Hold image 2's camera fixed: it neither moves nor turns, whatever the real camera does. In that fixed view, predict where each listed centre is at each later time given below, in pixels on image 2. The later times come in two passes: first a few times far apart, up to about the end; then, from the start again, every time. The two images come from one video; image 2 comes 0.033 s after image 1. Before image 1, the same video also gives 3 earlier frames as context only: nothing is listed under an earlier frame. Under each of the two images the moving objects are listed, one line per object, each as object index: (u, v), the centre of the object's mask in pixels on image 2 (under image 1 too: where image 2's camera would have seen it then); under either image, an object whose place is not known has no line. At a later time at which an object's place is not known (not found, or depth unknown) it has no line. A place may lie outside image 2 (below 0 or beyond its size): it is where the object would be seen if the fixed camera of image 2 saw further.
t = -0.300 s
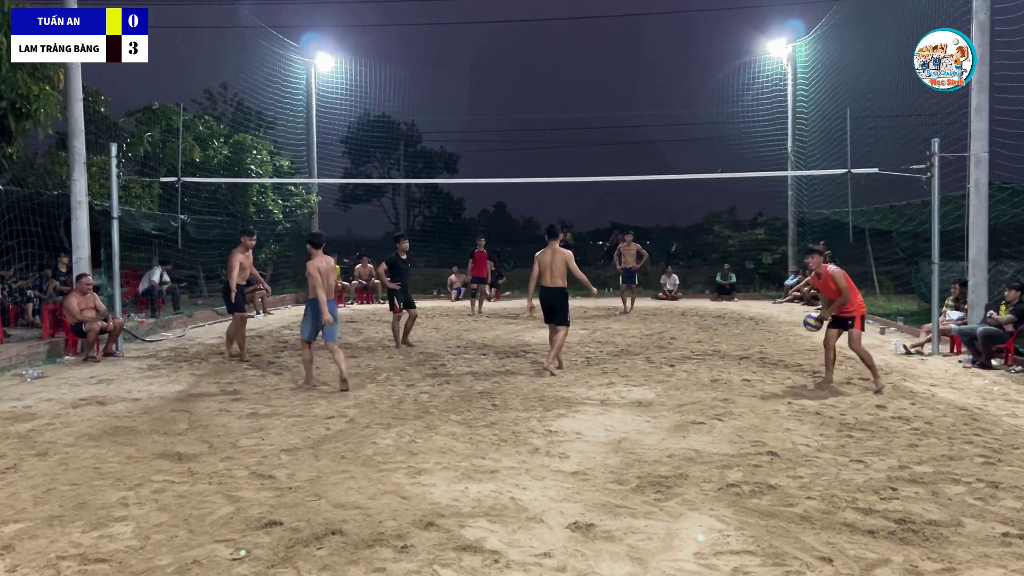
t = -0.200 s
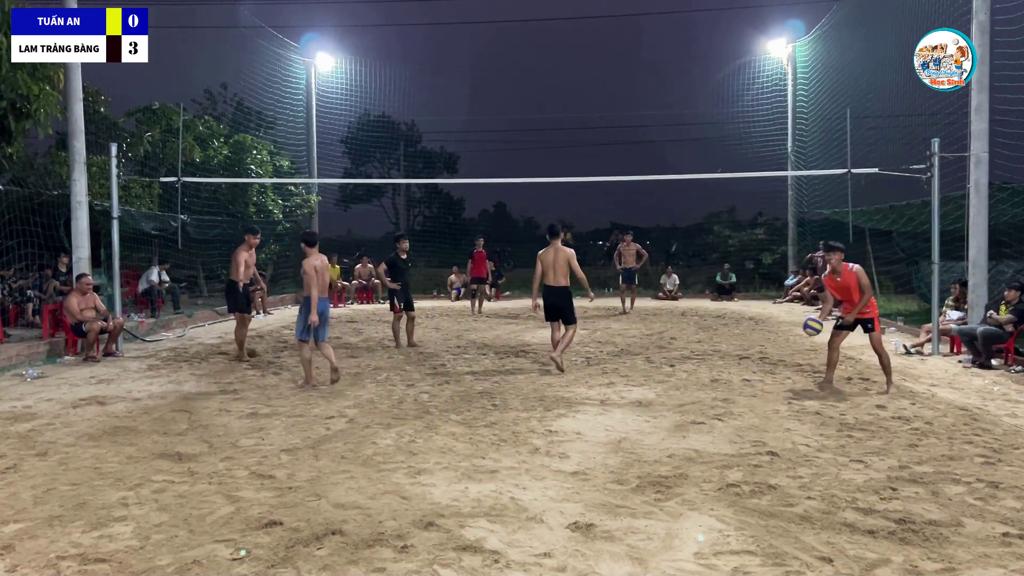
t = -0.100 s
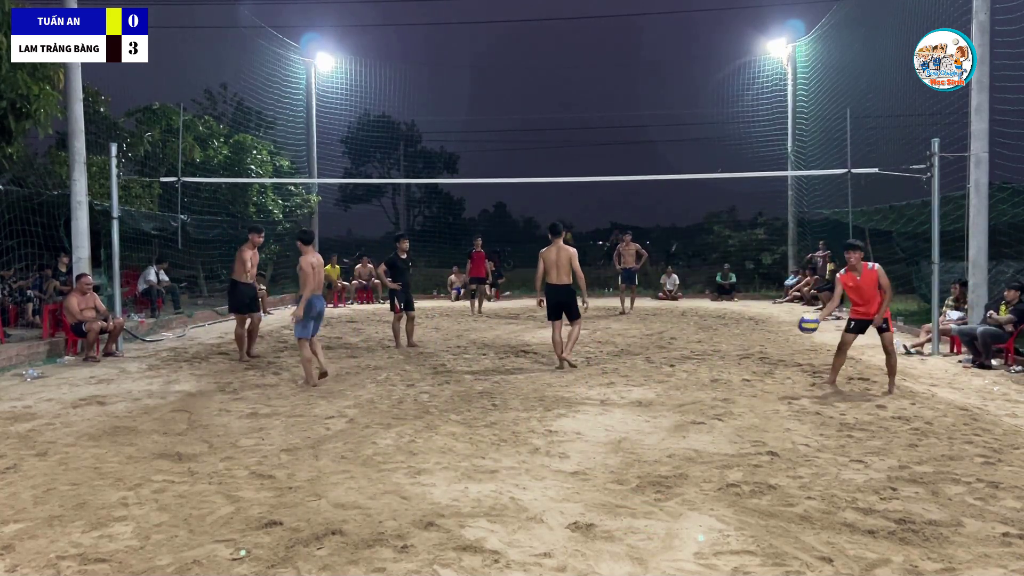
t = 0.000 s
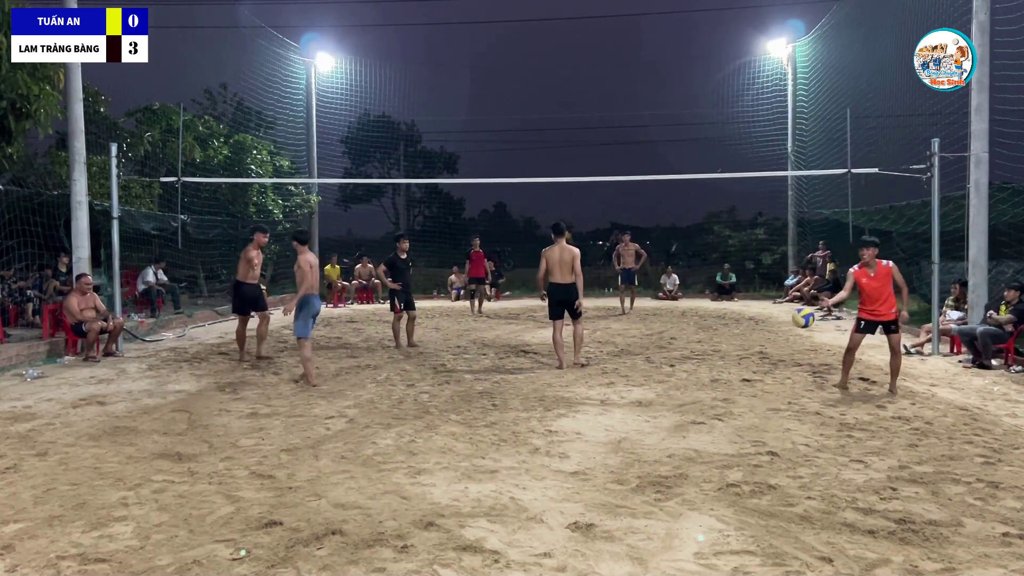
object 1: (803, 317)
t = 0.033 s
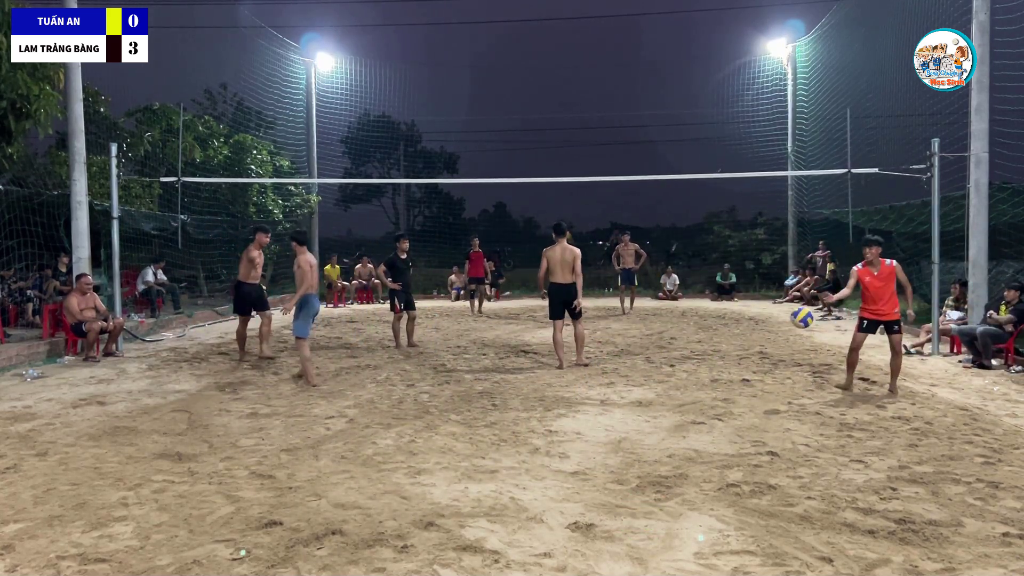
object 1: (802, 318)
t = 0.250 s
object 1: (791, 348)
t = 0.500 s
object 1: (770, 418)
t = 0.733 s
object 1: (742, 389)
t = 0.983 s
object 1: (706, 442)
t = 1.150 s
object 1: (680, 457)
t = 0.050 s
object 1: (801, 318)
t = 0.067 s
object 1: (800, 319)
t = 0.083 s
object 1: (799, 321)
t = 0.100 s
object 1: (798, 321)
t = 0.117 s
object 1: (798, 323)
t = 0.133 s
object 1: (797, 325)
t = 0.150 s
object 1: (796, 327)
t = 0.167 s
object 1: (795, 330)
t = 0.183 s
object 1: (794, 332)
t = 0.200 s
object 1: (793, 336)
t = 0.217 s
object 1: (793, 340)
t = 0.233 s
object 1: (792, 343)
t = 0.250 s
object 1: (791, 348)
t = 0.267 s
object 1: (790, 352)
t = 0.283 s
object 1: (789, 357)
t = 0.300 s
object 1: (787, 363)
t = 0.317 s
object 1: (786, 369)
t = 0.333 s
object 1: (785, 375)
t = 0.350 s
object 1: (784, 383)
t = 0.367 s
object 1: (783, 390)
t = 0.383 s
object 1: (782, 397)
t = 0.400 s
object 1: (780, 406)
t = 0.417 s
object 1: (779, 416)
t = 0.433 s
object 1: (778, 423)
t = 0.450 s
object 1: (776, 432)
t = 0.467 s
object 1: (774, 426)
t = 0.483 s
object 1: (772, 423)
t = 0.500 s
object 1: (770, 418)
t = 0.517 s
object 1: (769, 413)
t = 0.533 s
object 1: (767, 410)
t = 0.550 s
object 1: (765, 405)
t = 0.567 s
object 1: (762, 402)
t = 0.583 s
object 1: (761, 399)
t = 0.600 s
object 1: (758, 396)
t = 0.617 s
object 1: (756, 394)
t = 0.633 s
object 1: (755, 393)
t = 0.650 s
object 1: (752, 391)
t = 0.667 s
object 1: (750, 390)
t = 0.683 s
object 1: (748, 389)
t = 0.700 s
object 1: (746, 388)
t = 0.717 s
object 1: (743, 389)
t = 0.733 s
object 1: (742, 389)
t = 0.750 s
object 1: (740, 389)
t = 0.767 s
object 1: (737, 390)
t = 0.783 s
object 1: (735, 391)
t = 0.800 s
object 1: (732, 393)
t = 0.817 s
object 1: (730, 396)
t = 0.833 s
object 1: (727, 398)
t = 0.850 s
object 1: (725, 402)
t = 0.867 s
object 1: (723, 406)
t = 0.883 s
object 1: (721, 409)
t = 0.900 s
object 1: (718, 414)
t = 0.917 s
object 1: (714, 419)
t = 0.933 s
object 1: (713, 424)
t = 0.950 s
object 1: (710, 430)
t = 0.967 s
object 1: (708, 437)
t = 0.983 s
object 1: (706, 442)
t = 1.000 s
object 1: (703, 450)
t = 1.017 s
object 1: (700, 459)
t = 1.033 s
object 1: (698, 464)
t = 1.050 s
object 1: (694, 474)
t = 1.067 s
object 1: (691, 472)
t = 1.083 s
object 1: (691, 466)
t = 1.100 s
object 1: (687, 465)
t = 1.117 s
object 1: (684, 461)
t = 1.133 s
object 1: (682, 460)
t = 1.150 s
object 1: (680, 457)
